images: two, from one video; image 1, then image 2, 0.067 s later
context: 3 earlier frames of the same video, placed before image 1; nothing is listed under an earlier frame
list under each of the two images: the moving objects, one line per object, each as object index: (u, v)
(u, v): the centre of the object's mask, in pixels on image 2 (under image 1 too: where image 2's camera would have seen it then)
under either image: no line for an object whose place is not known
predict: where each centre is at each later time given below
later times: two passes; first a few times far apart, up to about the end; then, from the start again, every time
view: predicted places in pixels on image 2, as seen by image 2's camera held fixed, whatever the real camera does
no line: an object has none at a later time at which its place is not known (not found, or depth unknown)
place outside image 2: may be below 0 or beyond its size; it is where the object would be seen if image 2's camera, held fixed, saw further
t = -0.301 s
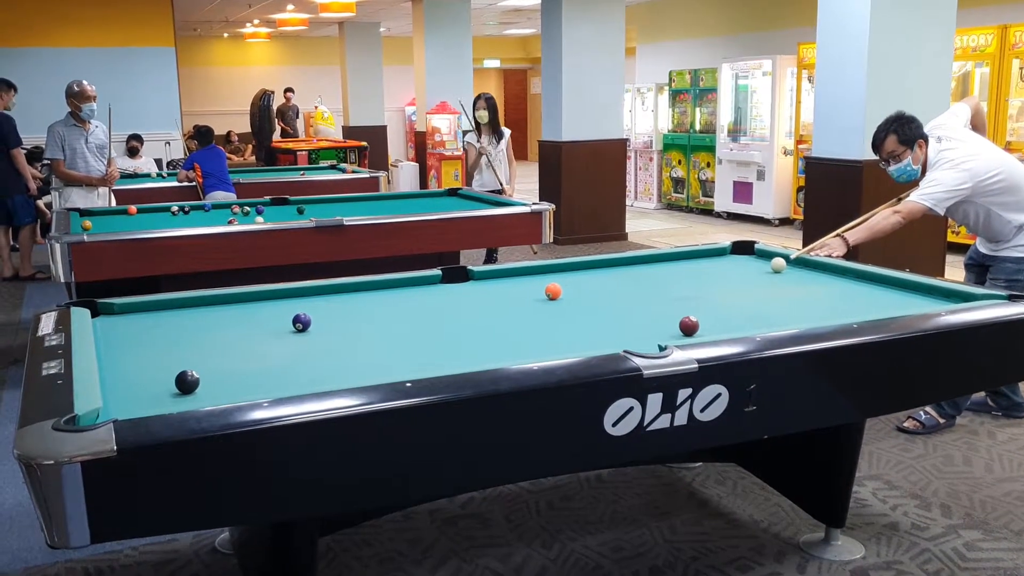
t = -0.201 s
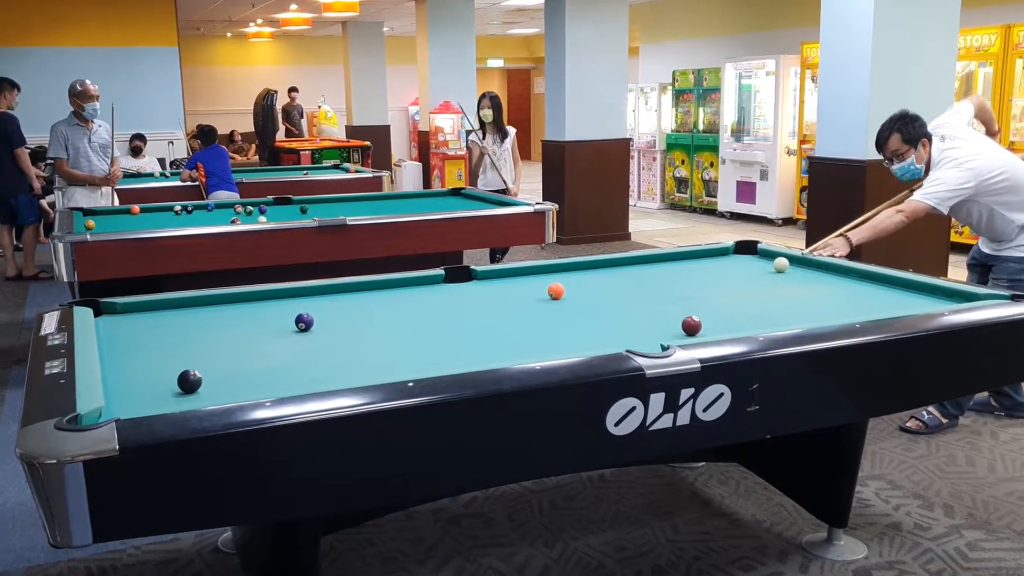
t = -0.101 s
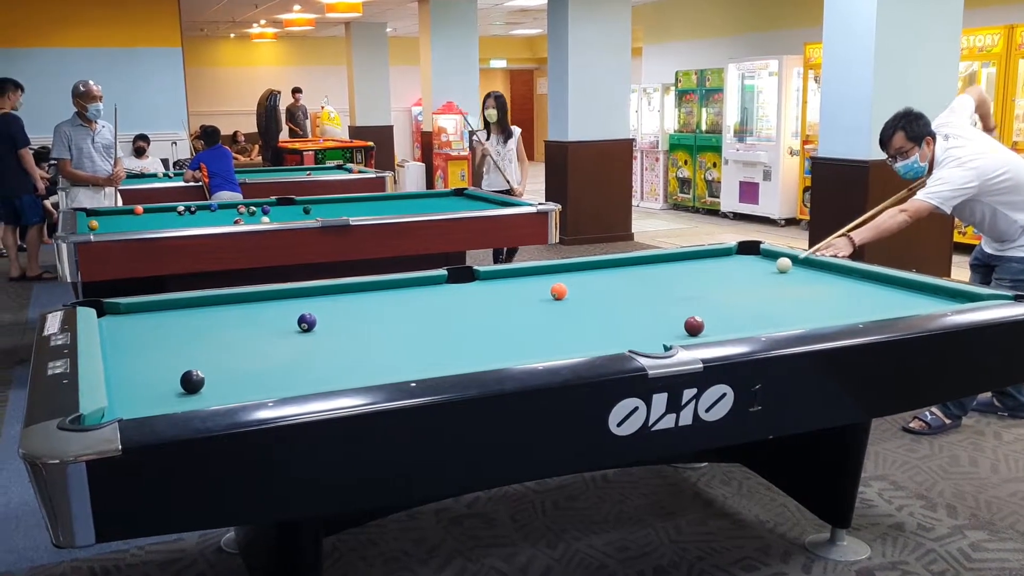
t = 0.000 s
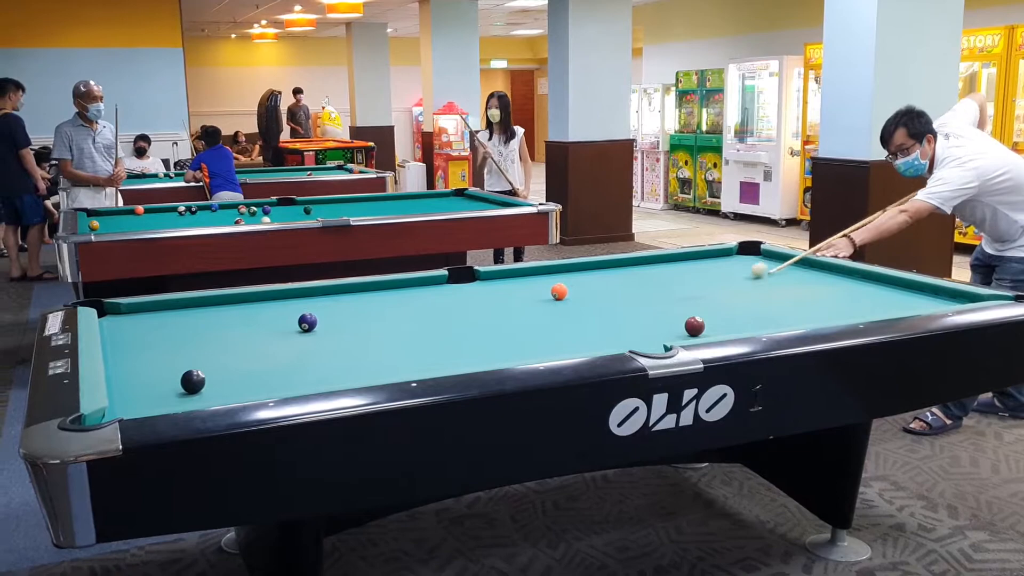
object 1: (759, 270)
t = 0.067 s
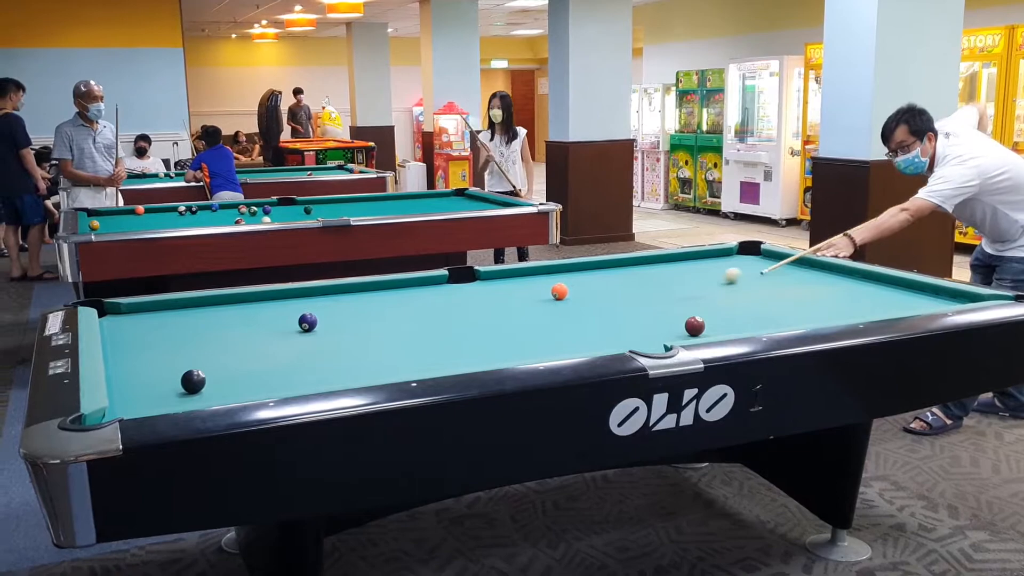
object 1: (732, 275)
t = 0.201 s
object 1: (682, 286)
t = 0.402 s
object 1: (618, 298)
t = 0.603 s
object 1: (553, 311)
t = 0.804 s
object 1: (481, 325)
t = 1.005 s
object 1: (403, 340)
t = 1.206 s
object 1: (316, 358)
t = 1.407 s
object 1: (218, 377)
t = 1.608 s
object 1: (198, 384)
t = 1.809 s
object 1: (182, 391)
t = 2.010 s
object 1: (193, 394)
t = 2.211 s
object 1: (204, 396)
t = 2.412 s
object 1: (214, 397)
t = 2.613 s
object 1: (217, 396)
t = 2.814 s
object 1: (220, 394)
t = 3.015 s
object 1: (222, 393)
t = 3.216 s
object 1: (223, 393)
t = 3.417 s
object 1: (224, 392)
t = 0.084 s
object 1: (726, 277)
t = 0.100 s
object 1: (719, 278)
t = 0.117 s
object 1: (712, 280)
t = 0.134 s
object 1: (706, 281)
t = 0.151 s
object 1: (700, 282)
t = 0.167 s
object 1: (694, 284)
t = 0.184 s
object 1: (688, 285)
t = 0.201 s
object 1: (682, 286)
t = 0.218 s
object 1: (676, 287)
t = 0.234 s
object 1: (670, 288)
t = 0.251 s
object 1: (665, 289)
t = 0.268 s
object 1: (660, 290)
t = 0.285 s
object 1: (654, 291)
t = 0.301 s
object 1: (649, 292)
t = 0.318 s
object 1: (644, 293)
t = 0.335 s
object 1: (639, 294)
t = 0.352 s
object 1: (634, 295)
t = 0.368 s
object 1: (628, 296)
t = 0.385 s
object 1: (623, 298)
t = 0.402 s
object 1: (618, 298)
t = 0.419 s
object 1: (613, 299)
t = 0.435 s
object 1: (608, 301)
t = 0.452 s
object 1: (602, 301)
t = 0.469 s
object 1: (597, 302)
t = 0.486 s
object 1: (592, 303)
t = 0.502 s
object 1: (586, 304)
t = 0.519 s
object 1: (581, 306)
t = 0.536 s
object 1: (575, 306)
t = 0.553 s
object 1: (570, 308)
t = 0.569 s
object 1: (564, 308)
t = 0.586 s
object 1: (558, 310)
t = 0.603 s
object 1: (553, 311)
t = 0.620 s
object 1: (547, 312)
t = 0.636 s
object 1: (541, 313)
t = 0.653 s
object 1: (535, 314)
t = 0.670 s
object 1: (530, 316)
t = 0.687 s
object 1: (524, 317)
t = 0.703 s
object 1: (518, 318)
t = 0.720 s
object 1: (512, 319)
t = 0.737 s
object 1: (506, 320)
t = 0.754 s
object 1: (500, 321)
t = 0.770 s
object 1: (494, 323)
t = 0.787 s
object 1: (488, 324)
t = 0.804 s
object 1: (481, 325)
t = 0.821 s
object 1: (476, 326)
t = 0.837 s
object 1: (469, 327)
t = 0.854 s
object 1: (463, 329)
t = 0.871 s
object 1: (456, 330)
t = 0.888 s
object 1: (450, 331)
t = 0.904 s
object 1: (443, 332)
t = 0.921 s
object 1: (436, 334)
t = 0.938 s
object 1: (430, 335)
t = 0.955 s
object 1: (424, 336)
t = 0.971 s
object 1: (417, 338)
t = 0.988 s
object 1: (410, 339)
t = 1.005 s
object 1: (403, 340)
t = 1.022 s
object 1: (396, 342)
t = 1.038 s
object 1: (389, 343)
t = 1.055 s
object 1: (382, 345)
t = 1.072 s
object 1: (375, 346)
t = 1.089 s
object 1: (368, 347)
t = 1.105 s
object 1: (361, 349)
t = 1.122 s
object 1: (353, 350)
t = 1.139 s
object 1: (346, 352)
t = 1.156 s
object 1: (338, 353)
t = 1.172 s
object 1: (331, 355)
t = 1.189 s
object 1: (323, 357)
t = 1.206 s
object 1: (316, 358)
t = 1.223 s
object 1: (307, 360)
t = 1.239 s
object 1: (299, 361)
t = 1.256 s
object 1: (291, 363)
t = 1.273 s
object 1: (283, 364)
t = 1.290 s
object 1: (276, 366)
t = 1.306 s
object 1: (267, 368)
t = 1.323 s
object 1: (259, 369)
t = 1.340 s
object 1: (250, 371)
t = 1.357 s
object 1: (242, 373)
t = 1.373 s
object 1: (233, 374)
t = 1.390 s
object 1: (225, 376)
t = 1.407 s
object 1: (218, 377)
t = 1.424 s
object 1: (217, 378)
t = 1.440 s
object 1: (216, 378)
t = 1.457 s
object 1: (215, 379)
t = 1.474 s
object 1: (214, 379)
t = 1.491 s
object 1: (213, 380)
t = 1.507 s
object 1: (210, 380)
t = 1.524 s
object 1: (208, 381)
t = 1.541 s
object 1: (206, 381)
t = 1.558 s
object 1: (204, 382)
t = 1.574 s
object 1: (202, 383)
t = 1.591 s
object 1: (200, 383)
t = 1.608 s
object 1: (198, 384)
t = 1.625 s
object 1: (196, 385)
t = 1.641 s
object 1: (194, 385)
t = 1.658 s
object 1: (192, 386)
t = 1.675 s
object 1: (190, 386)
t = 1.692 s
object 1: (188, 387)
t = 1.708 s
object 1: (186, 388)
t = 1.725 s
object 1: (184, 388)
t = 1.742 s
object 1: (182, 389)
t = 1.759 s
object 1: (180, 390)
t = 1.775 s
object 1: (179, 390)
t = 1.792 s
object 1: (180, 391)
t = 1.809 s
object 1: (182, 391)
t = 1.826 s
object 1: (183, 391)
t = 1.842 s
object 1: (184, 392)
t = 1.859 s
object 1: (185, 392)
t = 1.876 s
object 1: (186, 392)
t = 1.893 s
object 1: (187, 393)
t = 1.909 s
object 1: (188, 393)
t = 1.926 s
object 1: (188, 393)
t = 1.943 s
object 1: (189, 393)
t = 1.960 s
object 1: (190, 393)
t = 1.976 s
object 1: (191, 394)
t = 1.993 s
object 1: (192, 394)
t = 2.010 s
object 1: (193, 394)
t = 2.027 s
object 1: (194, 394)
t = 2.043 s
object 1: (195, 394)
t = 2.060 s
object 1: (196, 394)
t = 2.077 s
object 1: (197, 395)
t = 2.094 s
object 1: (198, 395)
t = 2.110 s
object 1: (199, 395)
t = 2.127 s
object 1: (200, 395)
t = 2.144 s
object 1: (201, 395)
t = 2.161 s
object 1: (202, 396)
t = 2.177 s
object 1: (202, 396)
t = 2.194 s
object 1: (203, 396)
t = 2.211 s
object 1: (204, 396)
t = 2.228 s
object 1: (205, 396)
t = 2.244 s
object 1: (206, 397)
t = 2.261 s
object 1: (207, 396)
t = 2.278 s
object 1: (208, 397)
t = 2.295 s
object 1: (209, 397)
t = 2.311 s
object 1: (209, 397)
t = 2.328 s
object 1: (210, 397)
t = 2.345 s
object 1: (211, 397)
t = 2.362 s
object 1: (212, 397)
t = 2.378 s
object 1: (213, 397)
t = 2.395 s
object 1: (213, 397)
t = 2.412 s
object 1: (214, 397)
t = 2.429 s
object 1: (215, 397)
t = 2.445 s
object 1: (215, 397)
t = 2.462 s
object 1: (216, 397)
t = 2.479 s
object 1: (216, 397)
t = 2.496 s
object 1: (216, 397)
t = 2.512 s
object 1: (216, 396)
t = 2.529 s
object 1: (216, 396)
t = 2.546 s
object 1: (217, 396)
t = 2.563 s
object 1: (217, 396)
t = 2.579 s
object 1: (217, 396)
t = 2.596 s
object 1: (217, 396)
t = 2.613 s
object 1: (217, 396)
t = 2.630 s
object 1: (218, 396)
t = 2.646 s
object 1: (218, 395)
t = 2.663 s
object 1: (218, 395)
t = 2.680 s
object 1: (218, 395)
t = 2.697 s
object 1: (219, 395)
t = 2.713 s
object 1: (219, 395)
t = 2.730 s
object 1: (219, 395)
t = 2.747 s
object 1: (219, 395)
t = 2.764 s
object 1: (219, 395)
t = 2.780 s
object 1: (220, 395)
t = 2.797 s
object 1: (220, 394)
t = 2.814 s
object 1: (220, 394)
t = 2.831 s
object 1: (220, 394)
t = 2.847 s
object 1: (221, 394)
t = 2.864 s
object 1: (221, 394)
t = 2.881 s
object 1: (221, 394)
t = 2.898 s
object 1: (221, 394)
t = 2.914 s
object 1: (221, 394)
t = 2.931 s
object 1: (221, 394)
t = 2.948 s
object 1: (221, 394)
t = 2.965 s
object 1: (221, 393)
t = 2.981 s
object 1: (222, 394)
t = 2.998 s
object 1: (222, 393)
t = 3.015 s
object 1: (222, 393)
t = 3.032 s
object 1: (222, 393)
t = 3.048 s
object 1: (222, 393)
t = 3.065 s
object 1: (222, 393)
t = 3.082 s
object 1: (222, 393)
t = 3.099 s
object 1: (222, 393)
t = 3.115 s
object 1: (223, 393)
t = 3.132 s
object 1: (223, 393)
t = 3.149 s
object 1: (223, 393)
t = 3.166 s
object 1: (223, 393)
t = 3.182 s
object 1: (223, 393)
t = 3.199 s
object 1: (223, 393)
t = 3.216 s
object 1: (223, 393)
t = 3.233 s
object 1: (223, 393)
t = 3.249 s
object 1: (223, 393)
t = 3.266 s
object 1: (223, 393)
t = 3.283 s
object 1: (224, 393)
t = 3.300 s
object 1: (224, 392)
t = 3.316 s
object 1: (224, 392)
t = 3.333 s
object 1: (224, 392)
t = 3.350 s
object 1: (224, 392)
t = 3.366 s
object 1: (224, 392)
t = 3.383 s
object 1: (224, 392)
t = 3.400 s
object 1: (224, 392)
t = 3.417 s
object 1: (224, 392)
